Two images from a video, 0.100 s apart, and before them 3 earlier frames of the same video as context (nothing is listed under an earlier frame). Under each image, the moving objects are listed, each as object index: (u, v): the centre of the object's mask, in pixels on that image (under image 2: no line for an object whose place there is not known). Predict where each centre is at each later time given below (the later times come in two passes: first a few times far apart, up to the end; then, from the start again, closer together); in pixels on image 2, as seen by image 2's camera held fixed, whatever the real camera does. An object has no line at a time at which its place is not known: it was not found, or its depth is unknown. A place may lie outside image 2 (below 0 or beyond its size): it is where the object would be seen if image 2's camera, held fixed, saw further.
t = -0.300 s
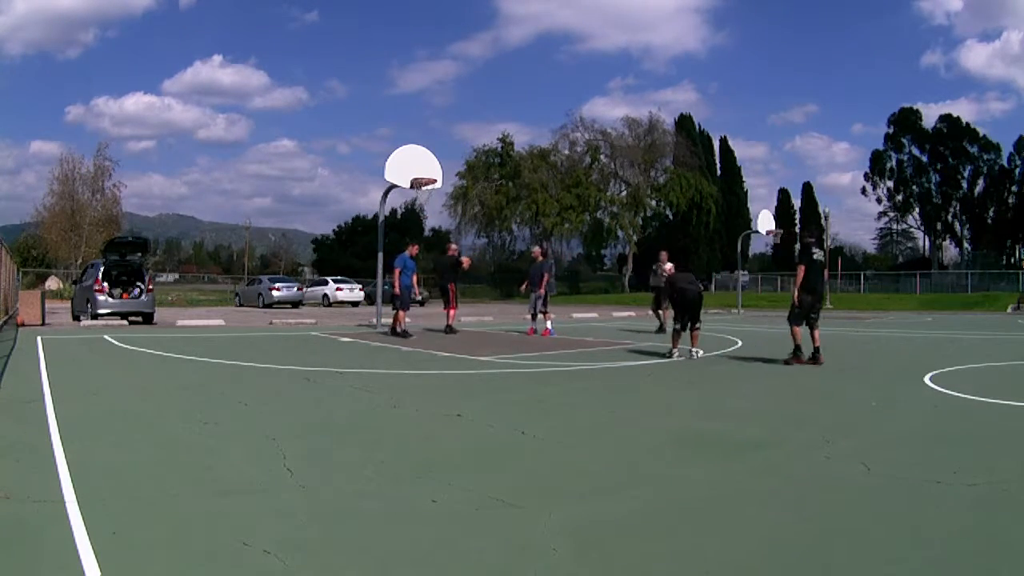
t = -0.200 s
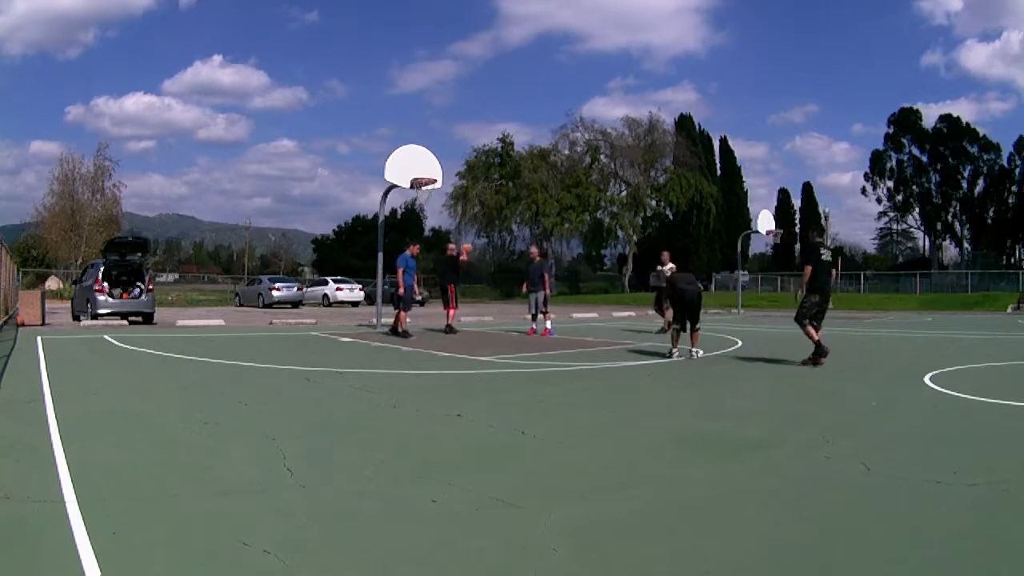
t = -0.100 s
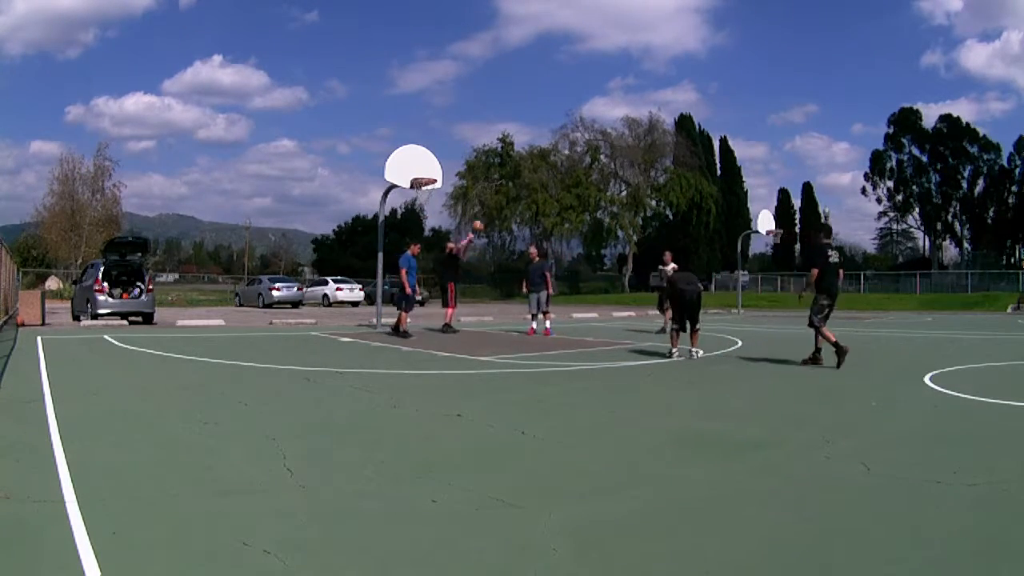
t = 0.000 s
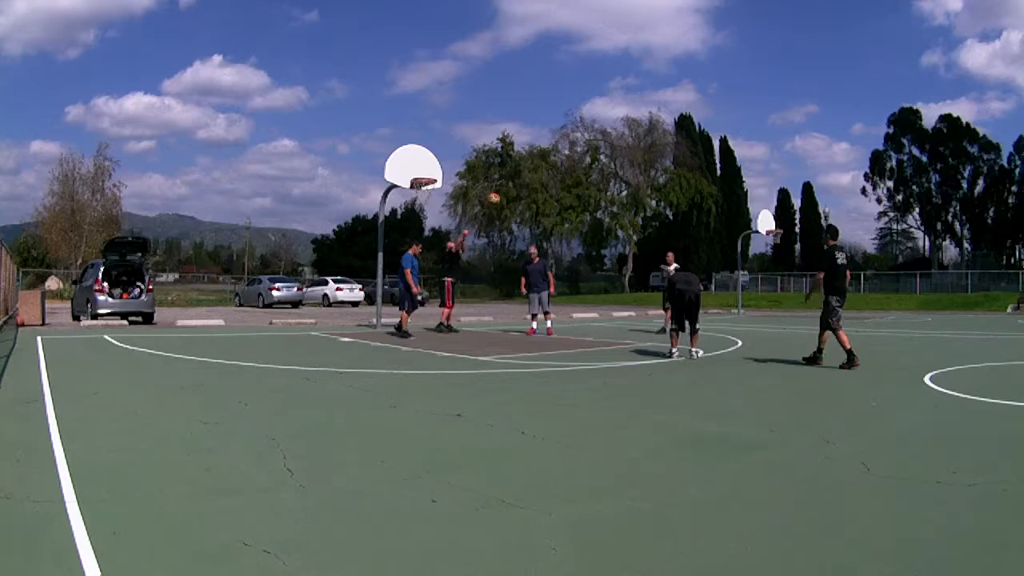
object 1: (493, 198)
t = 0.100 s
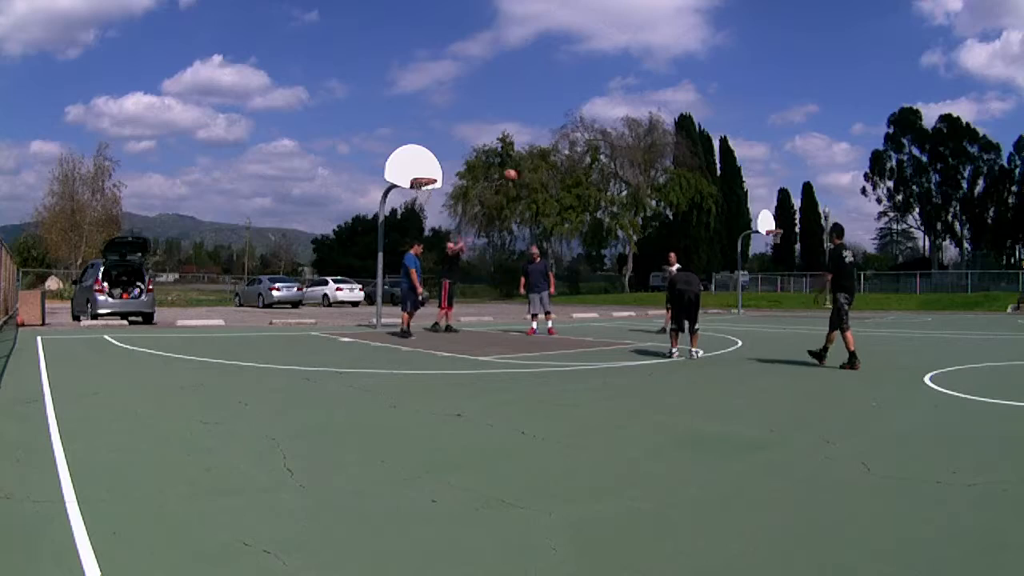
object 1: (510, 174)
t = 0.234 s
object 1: (534, 148)
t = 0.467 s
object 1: (581, 121)
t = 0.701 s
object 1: (636, 122)
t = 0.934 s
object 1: (705, 166)
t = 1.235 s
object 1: (810, 316)
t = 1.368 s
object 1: (845, 327)
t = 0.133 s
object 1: (517, 167)
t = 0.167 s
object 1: (523, 159)
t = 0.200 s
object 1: (529, 153)
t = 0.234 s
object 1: (534, 148)
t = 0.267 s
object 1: (541, 142)
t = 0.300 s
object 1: (546, 138)
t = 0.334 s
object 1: (553, 134)
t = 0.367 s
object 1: (560, 131)
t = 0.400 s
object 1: (568, 127)
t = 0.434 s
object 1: (574, 123)
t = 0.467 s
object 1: (581, 121)
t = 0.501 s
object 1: (588, 121)
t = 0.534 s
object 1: (595, 120)
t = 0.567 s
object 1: (603, 119)
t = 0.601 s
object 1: (611, 120)
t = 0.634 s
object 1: (619, 120)
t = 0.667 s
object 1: (627, 122)
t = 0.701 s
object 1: (636, 122)
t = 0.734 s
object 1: (646, 127)
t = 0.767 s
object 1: (655, 132)
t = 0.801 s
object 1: (664, 137)
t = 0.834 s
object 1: (674, 142)
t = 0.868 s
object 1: (684, 149)
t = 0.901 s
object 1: (694, 158)
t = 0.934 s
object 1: (705, 166)
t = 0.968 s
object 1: (716, 178)
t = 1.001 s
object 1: (726, 189)
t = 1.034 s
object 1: (737, 204)
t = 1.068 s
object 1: (749, 219)
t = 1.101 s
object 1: (760, 236)
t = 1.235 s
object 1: (810, 316)
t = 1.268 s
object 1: (822, 341)
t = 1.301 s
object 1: (833, 362)
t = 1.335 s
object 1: (838, 345)
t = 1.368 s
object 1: (845, 327)
